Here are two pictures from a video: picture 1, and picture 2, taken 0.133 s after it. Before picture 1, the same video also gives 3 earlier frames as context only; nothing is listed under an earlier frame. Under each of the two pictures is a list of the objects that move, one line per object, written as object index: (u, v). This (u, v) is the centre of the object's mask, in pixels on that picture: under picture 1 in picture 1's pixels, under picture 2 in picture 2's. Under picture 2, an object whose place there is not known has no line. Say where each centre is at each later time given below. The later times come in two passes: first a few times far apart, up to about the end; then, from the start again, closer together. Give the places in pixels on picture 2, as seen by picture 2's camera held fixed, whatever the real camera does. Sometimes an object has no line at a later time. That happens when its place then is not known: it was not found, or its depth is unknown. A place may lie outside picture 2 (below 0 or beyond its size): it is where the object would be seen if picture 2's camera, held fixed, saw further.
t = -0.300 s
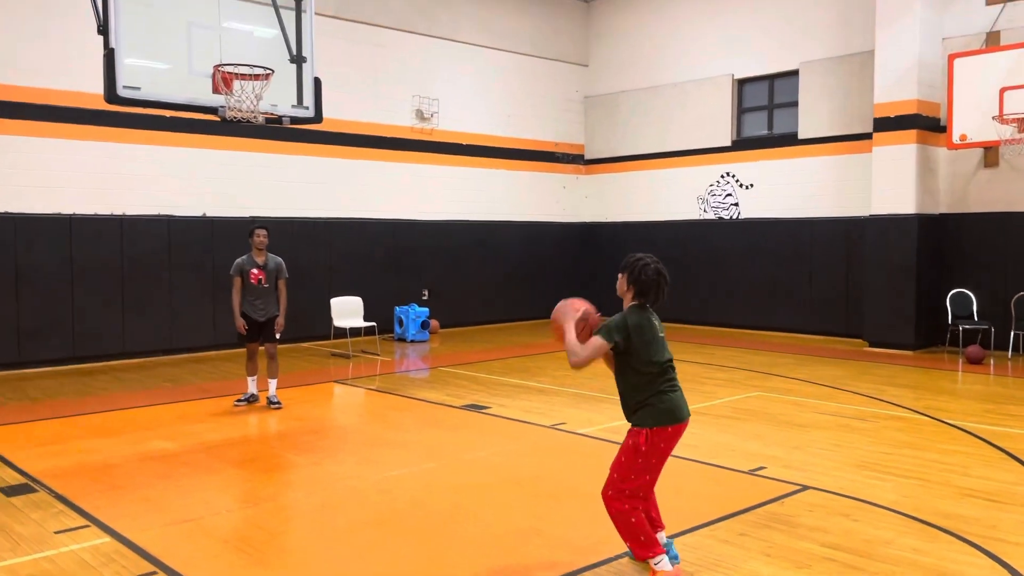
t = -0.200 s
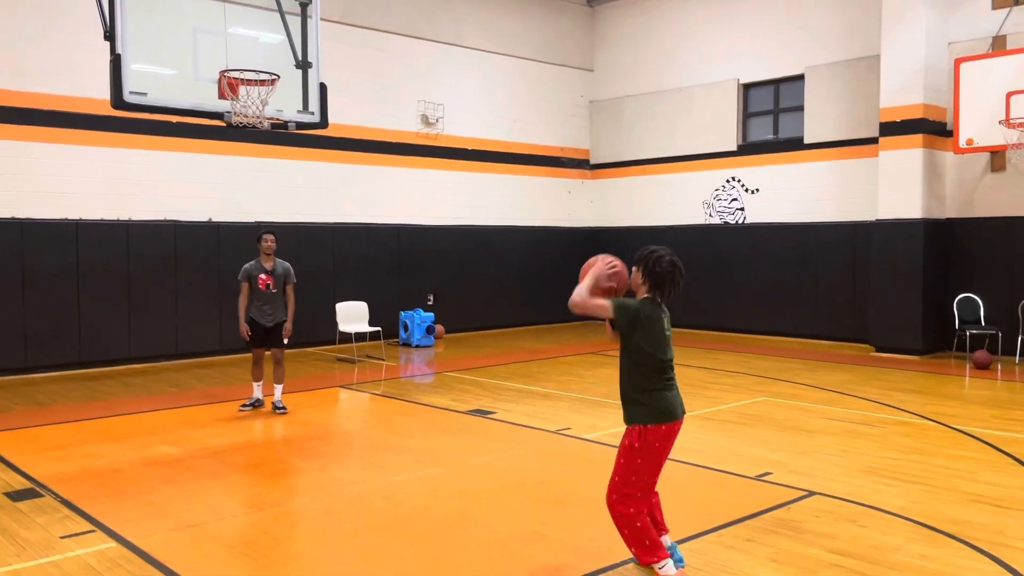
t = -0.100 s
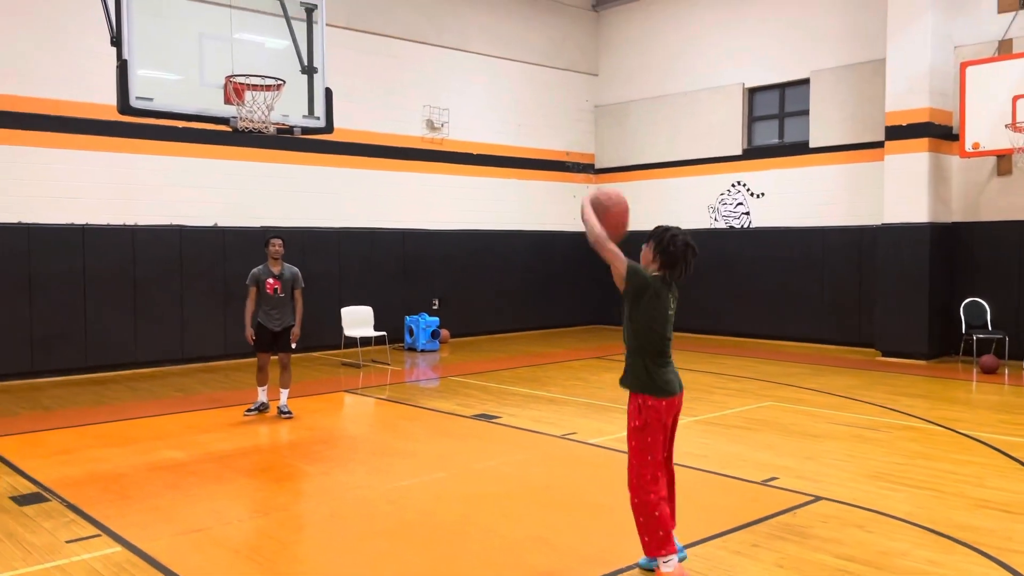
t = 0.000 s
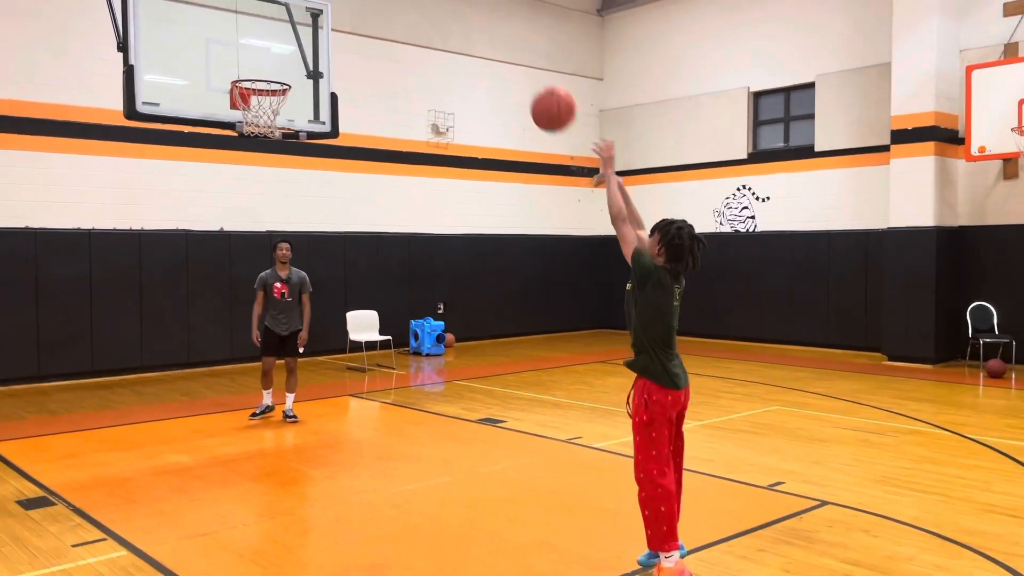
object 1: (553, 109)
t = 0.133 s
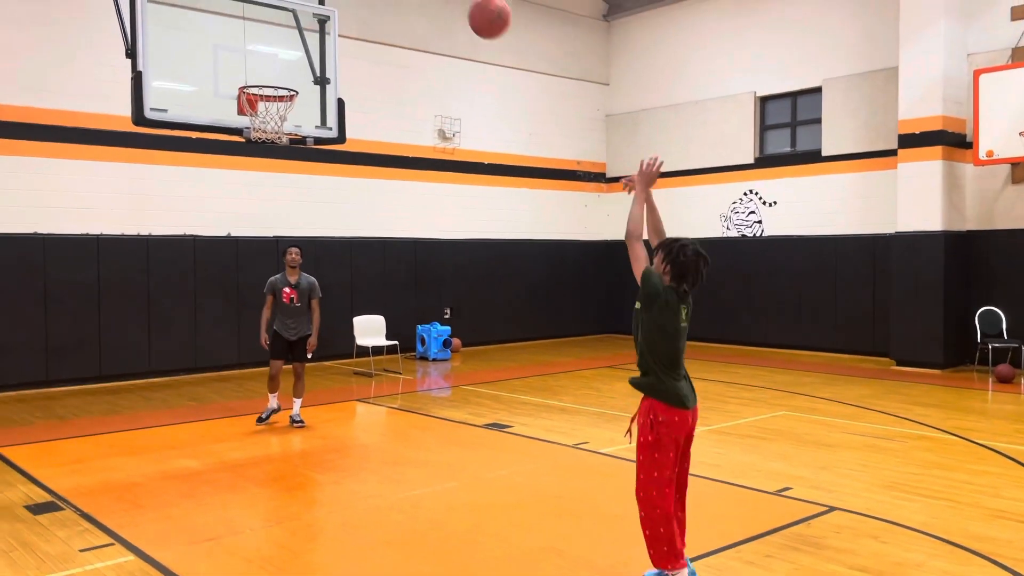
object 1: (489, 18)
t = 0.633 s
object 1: (310, -13)
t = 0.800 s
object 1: (271, 33)
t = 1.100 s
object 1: (322, 44)
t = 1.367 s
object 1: (415, 57)
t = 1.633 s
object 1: (498, 140)
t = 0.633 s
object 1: (310, -13)
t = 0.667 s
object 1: (302, -9)
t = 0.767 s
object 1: (278, 19)
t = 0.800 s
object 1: (271, 33)
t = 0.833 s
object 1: (264, 48)
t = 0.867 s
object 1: (257, 63)
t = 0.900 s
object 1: (250, 78)
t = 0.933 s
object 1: (259, 75)
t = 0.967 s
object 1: (271, 67)
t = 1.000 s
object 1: (284, 59)
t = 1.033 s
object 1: (297, 53)
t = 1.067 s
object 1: (309, 48)
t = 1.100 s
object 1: (322, 44)
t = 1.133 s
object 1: (334, 41)
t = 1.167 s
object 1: (346, 40)
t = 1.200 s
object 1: (357, 40)
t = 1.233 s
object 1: (369, 41)
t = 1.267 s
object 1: (381, 43)
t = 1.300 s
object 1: (392, 47)
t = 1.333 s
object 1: (403, 51)
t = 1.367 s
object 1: (415, 57)
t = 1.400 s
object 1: (425, 64)
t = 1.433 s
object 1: (436, 72)
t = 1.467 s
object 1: (447, 81)
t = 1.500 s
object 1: (457, 91)
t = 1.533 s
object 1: (468, 102)
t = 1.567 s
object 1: (478, 114)
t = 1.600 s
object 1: (488, 126)
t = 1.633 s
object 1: (498, 140)
